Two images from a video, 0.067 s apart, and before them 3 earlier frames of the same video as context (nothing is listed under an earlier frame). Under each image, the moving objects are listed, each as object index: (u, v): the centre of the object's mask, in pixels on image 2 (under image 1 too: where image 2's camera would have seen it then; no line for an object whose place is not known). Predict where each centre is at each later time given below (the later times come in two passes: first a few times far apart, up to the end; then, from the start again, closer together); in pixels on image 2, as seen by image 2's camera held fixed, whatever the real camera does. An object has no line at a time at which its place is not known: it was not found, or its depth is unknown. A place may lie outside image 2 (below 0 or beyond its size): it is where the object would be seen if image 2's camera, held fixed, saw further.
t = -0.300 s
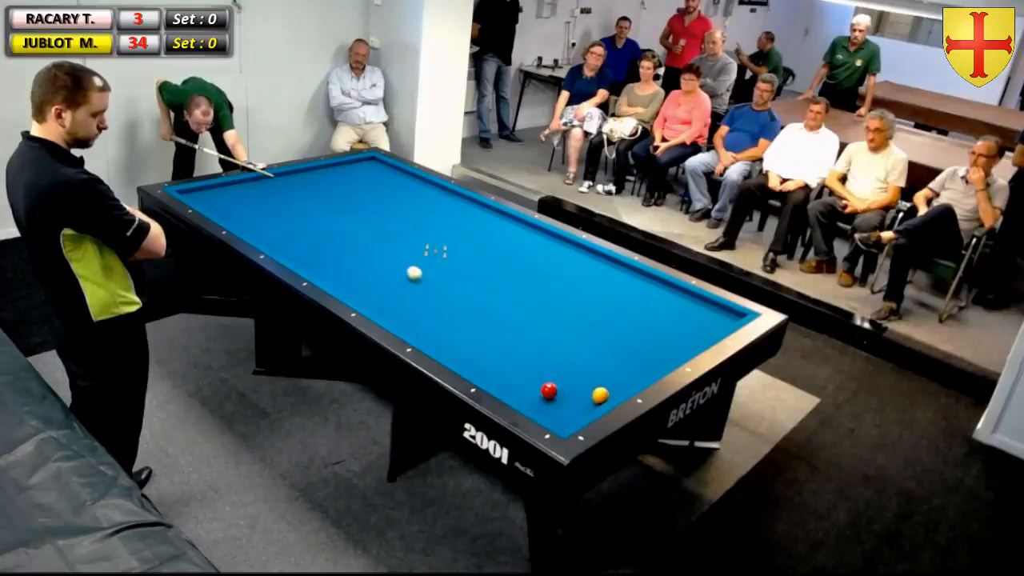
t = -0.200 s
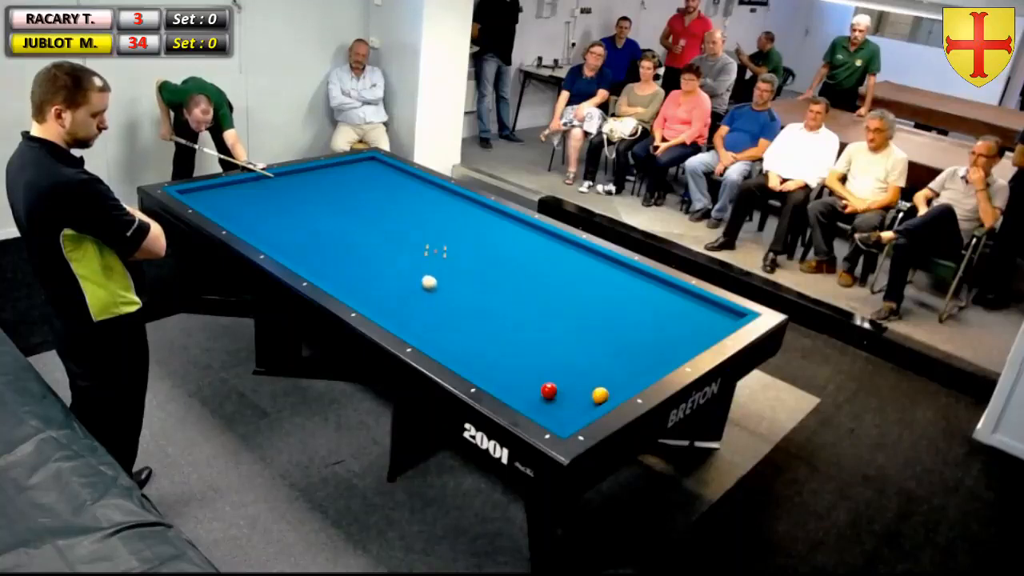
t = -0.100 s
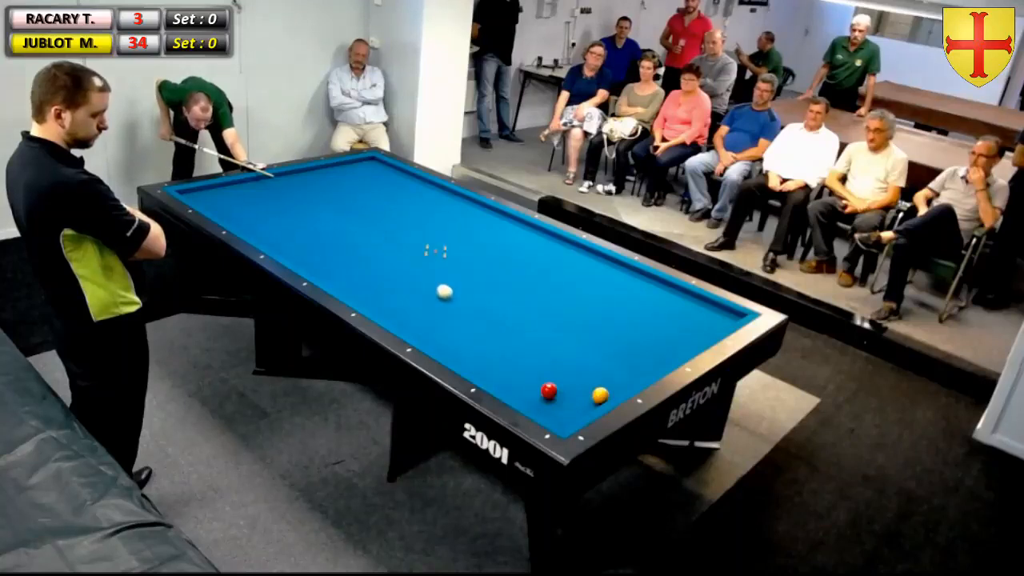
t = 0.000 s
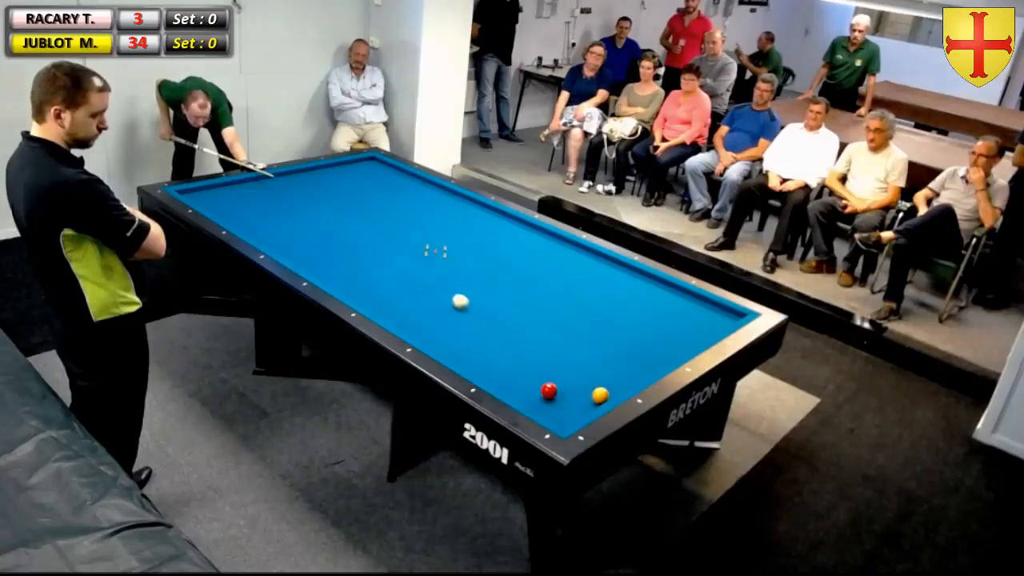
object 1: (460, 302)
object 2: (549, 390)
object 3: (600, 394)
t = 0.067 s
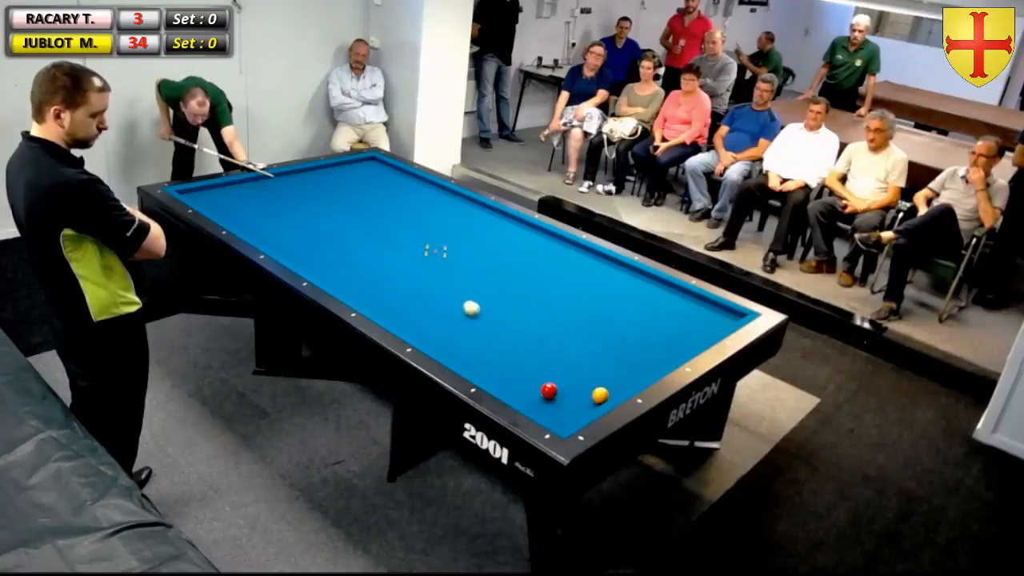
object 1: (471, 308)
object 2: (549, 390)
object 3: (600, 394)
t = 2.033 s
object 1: (579, 314)
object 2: (516, 382)
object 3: (546, 400)
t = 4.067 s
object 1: (545, 239)
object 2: (471, 367)
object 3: (530, 402)
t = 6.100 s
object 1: (477, 217)
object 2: (469, 364)
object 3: (529, 402)
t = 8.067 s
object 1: (431, 208)
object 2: (469, 364)
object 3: (529, 402)
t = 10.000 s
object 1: (413, 205)
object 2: (469, 364)
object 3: (530, 402)
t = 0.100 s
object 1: (477, 312)
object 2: (549, 390)
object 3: (600, 394)
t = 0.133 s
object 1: (482, 315)
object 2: (549, 390)
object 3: (600, 395)
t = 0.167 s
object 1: (488, 319)
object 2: (549, 390)
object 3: (600, 394)
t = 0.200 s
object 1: (494, 322)
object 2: (549, 390)
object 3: (600, 394)
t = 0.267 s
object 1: (505, 329)
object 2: (549, 390)
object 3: (600, 395)
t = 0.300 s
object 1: (511, 333)
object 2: (548, 390)
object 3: (600, 395)
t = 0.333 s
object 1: (517, 337)
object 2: (549, 390)
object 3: (600, 394)
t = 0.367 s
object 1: (523, 340)
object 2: (549, 390)
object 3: (600, 394)
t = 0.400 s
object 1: (530, 344)
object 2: (549, 390)
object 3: (600, 394)
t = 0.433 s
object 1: (536, 348)
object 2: (549, 390)
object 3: (600, 394)
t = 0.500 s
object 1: (549, 356)
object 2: (549, 390)
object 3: (600, 394)
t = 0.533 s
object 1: (555, 360)
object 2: (549, 390)
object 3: (600, 394)
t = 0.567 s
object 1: (562, 364)
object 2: (549, 390)
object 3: (600, 394)
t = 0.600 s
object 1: (569, 368)
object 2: (549, 390)
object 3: (600, 395)
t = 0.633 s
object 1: (575, 372)
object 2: (549, 390)
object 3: (600, 394)
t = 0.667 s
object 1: (582, 376)
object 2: (549, 390)
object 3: (600, 394)
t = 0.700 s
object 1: (589, 380)
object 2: (549, 390)
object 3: (600, 395)
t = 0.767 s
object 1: (603, 385)
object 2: (549, 390)
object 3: (600, 396)
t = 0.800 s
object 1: (610, 387)
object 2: (549, 390)
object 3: (599, 397)
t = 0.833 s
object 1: (615, 388)
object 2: (549, 390)
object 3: (595, 398)
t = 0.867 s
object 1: (614, 386)
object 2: (549, 390)
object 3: (592, 398)
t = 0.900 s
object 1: (612, 383)
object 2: (549, 390)
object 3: (590, 398)
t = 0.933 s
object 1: (610, 380)
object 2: (549, 390)
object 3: (587, 397)
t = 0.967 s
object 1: (609, 378)
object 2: (549, 390)
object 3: (584, 397)
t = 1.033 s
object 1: (607, 373)
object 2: (549, 390)
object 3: (579, 397)
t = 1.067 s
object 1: (606, 371)
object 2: (549, 390)
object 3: (577, 397)
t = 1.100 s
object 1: (605, 369)
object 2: (549, 390)
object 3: (574, 396)
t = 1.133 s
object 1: (604, 366)
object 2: (549, 390)
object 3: (571, 396)
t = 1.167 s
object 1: (603, 364)
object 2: (549, 390)
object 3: (569, 396)
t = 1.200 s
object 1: (602, 362)
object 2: (549, 390)
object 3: (566, 395)
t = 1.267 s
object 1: (600, 357)
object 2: (547, 390)
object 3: (563, 396)
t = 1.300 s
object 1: (599, 355)
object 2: (545, 389)
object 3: (562, 396)
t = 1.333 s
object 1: (598, 353)
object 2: (543, 389)
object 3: (562, 396)
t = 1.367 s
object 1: (596, 351)
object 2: (542, 389)
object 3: (561, 396)
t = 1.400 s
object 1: (595, 349)
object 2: (541, 388)
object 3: (560, 396)
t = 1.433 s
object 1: (595, 347)
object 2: (539, 388)
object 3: (559, 397)
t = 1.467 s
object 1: (594, 345)
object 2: (538, 387)
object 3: (559, 397)
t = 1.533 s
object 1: (592, 341)
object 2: (535, 387)
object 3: (557, 397)
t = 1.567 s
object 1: (591, 339)
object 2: (534, 387)
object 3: (556, 397)
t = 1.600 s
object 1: (590, 337)
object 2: (533, 386)
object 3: (555, 398)
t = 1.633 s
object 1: (589, 335)
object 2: (531, 386)
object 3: (555, 398)
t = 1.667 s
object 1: (588, 333)
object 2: (530, 385)
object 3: (554, 398)
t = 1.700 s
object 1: (587, 331)
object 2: (529, 385)
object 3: (553, 398)
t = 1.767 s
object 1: (586, 327)
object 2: (526, 384)
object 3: (552, 398)
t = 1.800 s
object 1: (585, 326)
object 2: (525, 384)
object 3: (551, 399)
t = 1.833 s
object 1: (584, 324)
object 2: (523, 384)
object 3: (550, 399)
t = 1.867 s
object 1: (583, 322)
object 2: (522, 383)
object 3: (549, 399)
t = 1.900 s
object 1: (583, 320)
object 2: (521, 383)
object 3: (549, 399)
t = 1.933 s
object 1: (582, 319)
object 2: (519, 383)
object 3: (548, 399)
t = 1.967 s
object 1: (581, 317)
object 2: (518, 382)
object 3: (547, 399)
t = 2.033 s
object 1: (579, 314)
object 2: (516, 382)
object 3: (546, 400)
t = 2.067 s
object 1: (578, 312)
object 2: (515, 382)
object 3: (546, 400)
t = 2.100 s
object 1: (578, 311)
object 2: (514, 381)
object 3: (545, 400)
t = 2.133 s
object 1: (577, 309)
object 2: (513, 381)
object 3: (545, 400)
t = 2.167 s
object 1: (576, 307)
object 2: (511, 381)
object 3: (544, 400)
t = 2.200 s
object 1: (575, 305)
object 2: (510, 380)
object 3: (543, 401)
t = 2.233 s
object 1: (575, 304)
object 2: (509, 380)
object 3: (543, 400)
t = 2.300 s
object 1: (573, 301)
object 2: (507, 380)
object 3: (541, 401)
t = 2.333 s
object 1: (572, 299)
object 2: (506, 380)
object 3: (541, 401)
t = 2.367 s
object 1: (572, 298)
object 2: (505, 379)
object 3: (540, 401)
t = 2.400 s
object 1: (571, 296)
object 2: (504, 379)
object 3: (540, 401)
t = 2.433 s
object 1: (570, 295)
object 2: (503, 379)
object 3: (540, 401)
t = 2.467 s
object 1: (570, 293)
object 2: (502, 378)
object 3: (539, 401)
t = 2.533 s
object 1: (568, 291)
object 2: (500, 378)
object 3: (538, 401)
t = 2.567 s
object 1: (568, 289)
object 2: (499, 377)
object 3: (537, 401)
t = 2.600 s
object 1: (567, 288)
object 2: (498, 377)
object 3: (537, 401)
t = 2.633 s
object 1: (567, 286)
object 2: (497, 377)
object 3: (537, 401)
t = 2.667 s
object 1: (566, 285)
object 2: (496, 377)
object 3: (536, 401)
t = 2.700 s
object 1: (565, 284)
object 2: (495, 376)
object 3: (536, 402)
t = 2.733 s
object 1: (565, 282)
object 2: (494, 376)
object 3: (535, 402)
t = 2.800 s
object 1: (563, 280)
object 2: (492, 375)
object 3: (535, 402)
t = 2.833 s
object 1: (563, 278)
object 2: (492, 375)
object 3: (534, 402)
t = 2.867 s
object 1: (562, 277)
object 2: (491, 375)
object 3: (534, 402)
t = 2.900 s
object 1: (562, 276)
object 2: (490, 375)
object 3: (534, 402)
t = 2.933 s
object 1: (561, 275)
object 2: (489, 374)
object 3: (533, 402)
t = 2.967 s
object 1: (561, 274)
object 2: (488, 374)
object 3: (533, 402)
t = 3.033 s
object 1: (560, 271)
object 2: (487, 374)
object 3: (533, 402)
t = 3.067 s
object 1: (559, 270)
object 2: (486, 374)
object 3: (532, 402)
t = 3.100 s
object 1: (558, 269)
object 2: (485, 373)
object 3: (532, 402)
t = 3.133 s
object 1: (558, 267)
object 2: (485, 373)
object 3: (532, 402)
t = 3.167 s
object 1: (557, 266)
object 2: (484, 372)
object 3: (531, 402)
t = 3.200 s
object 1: (557, 265)
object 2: (483, 372)
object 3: (531, 402)
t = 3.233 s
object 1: (556, 264)
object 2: (482, 372)
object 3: (531, 402)
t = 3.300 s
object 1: (555, 262)
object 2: (481, 372)
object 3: (531, 402)
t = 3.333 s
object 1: (555, 261)
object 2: (481, 371)
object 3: (530, 402)
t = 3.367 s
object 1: (554, 260)
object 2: (480, 371)
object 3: (530, 402)
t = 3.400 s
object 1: (554, 258)
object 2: (479, 371)
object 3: (530, 402)
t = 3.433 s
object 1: (554, 258)
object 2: (479, 371)
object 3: (530, 402)
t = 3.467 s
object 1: (553, 256)
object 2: (478, 370)
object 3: (530, 402)
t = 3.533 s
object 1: (552, 254)
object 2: (477, 370)
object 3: (530, 402)
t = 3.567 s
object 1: (551, 253)
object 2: (477, 370)
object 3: (530, 402)
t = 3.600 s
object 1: (551, 252)
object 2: (476, 369)
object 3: (530, 402)
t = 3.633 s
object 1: (550, 251)
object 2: (475, 369)
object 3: (530, 402)
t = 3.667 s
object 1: (550, 250)
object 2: (475, 369)
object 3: (530, 402)
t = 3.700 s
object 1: (550, 249)
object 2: (474, 368)
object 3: (530, 402)
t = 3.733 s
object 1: (549, 248)
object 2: (474, 368)
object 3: (529, 402)
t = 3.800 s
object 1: (548, 246)
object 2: (473, 368)
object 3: (530, 402)
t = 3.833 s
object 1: (548, 245)
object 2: (473, 368)
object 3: (530, 402)
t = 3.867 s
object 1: (547, 245)
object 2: (472, 367)
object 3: (529, 402)
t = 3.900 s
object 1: (547, 243)
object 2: (472, 367)
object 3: (530, 402)
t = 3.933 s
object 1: (546, 243)
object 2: (472, 367)
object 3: (530, 402)
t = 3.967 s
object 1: (546, 242)
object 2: (472, 367)
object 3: (530, 402)
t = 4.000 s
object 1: (546, 241)
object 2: (472, 367)
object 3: (530, 402)
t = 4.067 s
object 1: (545, 239)
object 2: (471, 367)
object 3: (530, 402)
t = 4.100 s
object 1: (544, 238)
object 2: (471, 367)
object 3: (530, 402)
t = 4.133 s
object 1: (544, 237)
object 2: (471, 366)
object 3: (530, 402)
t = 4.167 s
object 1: (543, 236)
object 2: (471, 366)
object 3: (530, 402)
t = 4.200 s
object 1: (543, 235)
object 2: (471, 366)
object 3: (530, 402)
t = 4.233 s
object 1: (543, 235)
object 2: (471, 366)
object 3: (530, 402)
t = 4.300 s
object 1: (542, 233)
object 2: (470, 366)
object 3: (530, 402)
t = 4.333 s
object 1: (542, 232)
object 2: (470, 366)
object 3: (530, 402)
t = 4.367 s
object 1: (542, 231)
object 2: (470, 366)
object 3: (530, 402)
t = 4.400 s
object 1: (541, 230)
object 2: (470, 365)
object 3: (530, 402)
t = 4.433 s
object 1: (541, 230)
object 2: (470, 365)
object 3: (530, 402)
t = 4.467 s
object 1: (540, 229)
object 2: (470, 365)
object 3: (530, 402)
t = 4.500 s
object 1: (538, 229)
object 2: (470, 365)
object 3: (530, 402)
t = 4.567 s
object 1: (535, 228)
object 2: (470, 365)
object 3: (530, 402)
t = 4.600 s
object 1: (533, 228)
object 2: (470, 365)
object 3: (530, 402)
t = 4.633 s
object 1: (532, 228)
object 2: (470, 365)
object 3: (530, 402)
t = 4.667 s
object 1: (530, 228)
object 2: (470, 365)
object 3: (530, 402)
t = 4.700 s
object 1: (529, 227)
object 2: (470, 365)
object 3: (530, 402)
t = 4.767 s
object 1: (526, 227)
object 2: (469, 364)
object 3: (529, 402)
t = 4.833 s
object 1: (523, 226)
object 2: (469, 364)
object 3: (529, 402)
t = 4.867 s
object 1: (522, 226)
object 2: (469, 364)
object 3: (529, 402)
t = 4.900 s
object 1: (520, 225)
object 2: (469, 364)
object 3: (529, 402)
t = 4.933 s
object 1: (519, 225)
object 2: (469, 364)
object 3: (529, 402)
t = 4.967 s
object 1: (518, 225)
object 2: (469, 364)
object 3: (529, 402)
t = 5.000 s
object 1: (516, 225)
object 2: (469, 364)
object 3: (529, 402)
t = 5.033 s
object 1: (515, 224)
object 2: (469, 364)
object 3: (529, 402)
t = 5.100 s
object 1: (512, 224)
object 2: (469, 364)
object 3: (529, 402)
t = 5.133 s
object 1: (511, 224)
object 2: (469, 364)
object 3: (529, 402)
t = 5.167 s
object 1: (510, 223)
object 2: (469, 364)
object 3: (529, 402)
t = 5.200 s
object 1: (508, 223)
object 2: (469, 364)
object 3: (529, 402)
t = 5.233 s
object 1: (507, 223)
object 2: (469, 364)
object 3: (529, 402)
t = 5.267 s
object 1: (506, 223)
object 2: (469, 364)
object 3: (529, 402)
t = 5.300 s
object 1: (505, 223)
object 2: (469, 364)
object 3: (529, 402)
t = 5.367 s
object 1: (502, 222)
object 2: (469, 364)
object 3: (529, 402)
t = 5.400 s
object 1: (501, 222)
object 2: (469, 364)
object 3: (529, 402)
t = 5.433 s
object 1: (499, 221)
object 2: (469, 364)
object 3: (529, 402)
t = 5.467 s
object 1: (498, 221)
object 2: (469, 364)
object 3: (529, 402)
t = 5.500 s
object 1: (497, 221)
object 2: (469, 364)
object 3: (530, 402)
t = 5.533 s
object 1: (496, 221)
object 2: (469, 364)
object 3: (529, 402)
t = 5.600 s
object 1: (494, 220)
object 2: (469, 364)
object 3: (529, 402)
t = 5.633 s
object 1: (492, 220)
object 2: (469, 364)
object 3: (529, 402)
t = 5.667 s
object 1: (491, 220)
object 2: (469, 364)
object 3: (529, 402)
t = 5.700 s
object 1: (490, 220)
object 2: (469, 364)
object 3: (529, 402)
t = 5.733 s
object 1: (489, 220)
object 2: (469, 364)
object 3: (529, 402)
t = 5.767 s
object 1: (488, 219)
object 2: (469, 364)
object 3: (529, 402)
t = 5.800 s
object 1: (486, 219)
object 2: (469, 364)
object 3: (529, 402)
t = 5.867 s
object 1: (484, 219)
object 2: (469, 364)
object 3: (529, 402)
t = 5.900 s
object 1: (483, 218)
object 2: (469, 364)
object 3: (529, 402)
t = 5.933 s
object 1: (482, 218)
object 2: (469, 364)
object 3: (529, 402)
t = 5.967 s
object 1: (481, 218)
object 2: (469, 364)
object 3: (529, 401)
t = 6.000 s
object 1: (480, 218)
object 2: (469, 364)
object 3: (529, 401)
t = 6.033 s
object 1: (479, 217)
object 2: (469, 364)
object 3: (529, 402)
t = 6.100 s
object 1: (477, 217)
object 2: (469, 364)
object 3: (529, 402)
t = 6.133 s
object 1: (476, 217)
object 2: (469, 364)
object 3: (529, 402)
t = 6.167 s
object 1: (475, 217)
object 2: (469, 364)
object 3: (529, 402)
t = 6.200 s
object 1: (474, 216)
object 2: (469, 364)
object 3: (529, 402)
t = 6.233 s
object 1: (473, 216)
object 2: (469, 364)
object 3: (529, 402)
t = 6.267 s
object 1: (472, 216)
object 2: (469, 364)
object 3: (529, 402)
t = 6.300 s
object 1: (471, 216)
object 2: (469, 364)
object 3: (529, 402)
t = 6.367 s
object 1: (469, 216)
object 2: (469, 364)
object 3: (529, 402)
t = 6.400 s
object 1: (468, 215)
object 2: (469, 364)
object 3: (529, 402)
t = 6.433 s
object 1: (467, 215)
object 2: (469, 364)
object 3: (529, 402)
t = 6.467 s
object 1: (466, 215)
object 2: (469, 364)
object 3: (529, 402)
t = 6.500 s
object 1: (465, 215)
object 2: (469, 364)
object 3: (529, 402)
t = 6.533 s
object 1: (464, 215)
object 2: (469, 364)
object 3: (529, 402)
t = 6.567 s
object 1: (463, 215)
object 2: (469, 364)
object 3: (529, 402)
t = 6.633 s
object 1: (461, 214)
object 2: (469, 364)
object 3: (529, 402)
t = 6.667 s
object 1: (461, 214)
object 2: (469, 364)
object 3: (529, 402)
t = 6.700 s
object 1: (460, 214)
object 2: (469, 364)
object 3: (529, 402)
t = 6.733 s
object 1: (459, 214)
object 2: (469, 364)
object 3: (529, 402)
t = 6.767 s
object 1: (458, 213)
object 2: (469, 364)
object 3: (529, 402)
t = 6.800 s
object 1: (457, 213)
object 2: (469, 364)
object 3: (529, 402)
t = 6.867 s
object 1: (455, 213)
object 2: (469, 364)
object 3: (529, 402)
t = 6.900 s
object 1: (455, 213)
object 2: (469, 364)
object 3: (529, 402)
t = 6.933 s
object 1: (454, 212)
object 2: (469, 364)
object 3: (529, 402)
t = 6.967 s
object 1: (453, 212)
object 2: (469, 364)
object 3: (529, 402)
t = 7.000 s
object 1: (452, 212)
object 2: (469, 364)
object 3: (529, 402)
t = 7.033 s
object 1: (451, 212)
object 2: (469, 364)
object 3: (529, 402)
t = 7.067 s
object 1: (451, 212)
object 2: (469, 364)
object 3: (529, 402)
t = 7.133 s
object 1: (449, 212)
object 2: (469, 364)
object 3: (529, 402)
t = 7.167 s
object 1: (448, 211)
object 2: (469, 364)
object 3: (529, 402)
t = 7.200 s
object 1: (448, 211)
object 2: (469, 364)
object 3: (529, 402)
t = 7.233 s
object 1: (447, 211)
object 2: (469, 364)
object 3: (529, 402)
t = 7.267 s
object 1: (446, 211)
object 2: (469, 364)
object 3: (529, 402)
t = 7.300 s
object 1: (445, 211)
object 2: (469, 364)
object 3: (529, 402)
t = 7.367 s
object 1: (444, 211)
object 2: (469, 364)
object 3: (529, 402)
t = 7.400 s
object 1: (443, 211)
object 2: (469, 364)
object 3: (529, 402)
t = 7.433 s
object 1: (443, 211)
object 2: (469, 364)
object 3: (529, 402)
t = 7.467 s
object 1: (442, 211)
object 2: (469, 364)
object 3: (529, 402)
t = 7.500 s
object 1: (441, 210)
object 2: (469, 364)
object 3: (529, 402)
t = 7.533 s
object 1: (440, 210)
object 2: (469, 364)
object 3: (529, 402)
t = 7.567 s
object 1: (440, 210)
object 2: (469, 364)
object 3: (529, 402)
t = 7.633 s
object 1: (438, 210)
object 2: (469, 364)
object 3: (529, 402)
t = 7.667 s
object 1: (438, 210)
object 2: (469, 364)
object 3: (529, 402)
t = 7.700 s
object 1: (437, 210)
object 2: (469, 364)
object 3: (529, 402)
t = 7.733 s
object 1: (437, 209)
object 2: (469, 364)
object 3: (529, 402)
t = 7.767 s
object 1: (436, 209)
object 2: (469, 364)
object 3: (529, 402)
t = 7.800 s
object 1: (435, 209)
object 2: (469, 364)
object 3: (529, 402)
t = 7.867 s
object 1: (434, 209)
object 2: (469, 364)
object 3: (529, 402)
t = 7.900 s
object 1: (434, 209)
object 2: (469, 364)
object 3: (529, 402)
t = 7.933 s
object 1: (433, 209)
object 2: (469, 364)
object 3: (529, 402)
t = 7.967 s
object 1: (433, 209)
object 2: (469, 364)
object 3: (529, 402)
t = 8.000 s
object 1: (432, 209)
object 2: (469, 364)
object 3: (529, 402)
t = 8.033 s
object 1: (432, 208)
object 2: (469, 364)
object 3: (529, 402)
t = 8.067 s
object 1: (431, 208)
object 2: (469, 364)
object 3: (529, 402)
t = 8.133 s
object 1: (430, 208)
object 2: (469, 364)
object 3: (529, 402)
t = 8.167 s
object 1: (429, 208)
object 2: (469, 364)
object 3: (529, 402)
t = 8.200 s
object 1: (429, 208)
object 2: (469, 364)
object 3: (529, 402)
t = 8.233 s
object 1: (428, 208)
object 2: (469, 364)
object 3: (529, 402)
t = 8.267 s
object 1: (428, 208)
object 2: (469, 364)
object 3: (529, 402)
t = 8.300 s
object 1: (428, 208)
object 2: (469, 364)
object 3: (529, 402)
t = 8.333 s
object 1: (427, 208)
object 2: (469, 364)
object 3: (529, 402)
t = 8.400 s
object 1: (426, 207)
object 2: (469, 364)
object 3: (529, 402)
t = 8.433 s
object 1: (426, 207)
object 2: (469, 364)
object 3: (529, 402)
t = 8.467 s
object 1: (425, 207)
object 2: (469, 364)
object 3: (529, 402)
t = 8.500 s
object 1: (425, 207)
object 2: (469, 364)
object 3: (529, 402)
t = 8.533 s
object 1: (424, 207)
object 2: (469, 364)
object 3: (529, 402)
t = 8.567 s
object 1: (424, 207)
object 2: (469, 364)
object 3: (529, 402)
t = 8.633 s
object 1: (423, 207)
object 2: (469, 364)
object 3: (529, 402)
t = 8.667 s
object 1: (423, 207)
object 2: (469, 364)
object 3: (529, 401)
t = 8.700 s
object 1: (423, 207)
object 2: (469, 364)
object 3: (529, 402)
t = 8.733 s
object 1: (422, 207)
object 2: (469, 364)
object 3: (529, 401)
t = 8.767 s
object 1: (422, 207)
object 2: (469, 364)
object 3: (529, 402)
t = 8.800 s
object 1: (421, 207)
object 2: (469, 364)
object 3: (529, 402)
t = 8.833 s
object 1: (421, 207)
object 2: (469, 364)
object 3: (529, 402)
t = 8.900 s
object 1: (420, 206)
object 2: (469, 364)
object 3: (529, 402)
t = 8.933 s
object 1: (420, 206)
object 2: (469, 364)
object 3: (529, 402)
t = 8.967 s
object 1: (420, 206)
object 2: (469, 364)
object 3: (529, 402)
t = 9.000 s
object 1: (419, 206)
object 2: (469, 364)
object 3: (529, 402)
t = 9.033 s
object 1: (419, 206)
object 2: (469, 364)
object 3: (529, 401)
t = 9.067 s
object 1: (419, 206)
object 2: (469, 364)
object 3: (529, 401)
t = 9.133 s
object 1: (418, 206)
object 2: (469, 364)
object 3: (529, 401)
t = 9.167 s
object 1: (418, 206)
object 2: (469, 364)
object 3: (529, 402)
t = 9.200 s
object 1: (417, 206)
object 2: (469, 364)
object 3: (529, 401)
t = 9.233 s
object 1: (417, 206)
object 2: (469, 364)
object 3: (529, 402)
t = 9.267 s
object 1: (417, 206)
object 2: (469, 364)
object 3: (529, 402)
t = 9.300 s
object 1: (416, 206)
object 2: (469, 364)
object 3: (529, 401)
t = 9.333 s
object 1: (416, 206)
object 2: (469, 364)
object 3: (529, 401)
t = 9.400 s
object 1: (416, 206)
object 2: (469, 364)
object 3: (529, 402)
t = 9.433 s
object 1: (416, 206)
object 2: (469, 364)
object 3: (529, 401)
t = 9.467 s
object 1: (415, 206)
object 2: (469, 364)
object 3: (529, 402)
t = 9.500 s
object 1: (415, 206)
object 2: (469, 364)
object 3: (529, 402)
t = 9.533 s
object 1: (415, 206)
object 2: (469, 364)
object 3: (529, 402)
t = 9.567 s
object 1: (415, 206)
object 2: (469, 364)
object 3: (529, 402)
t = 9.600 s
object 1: (415, 205)
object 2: (469, 364)
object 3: (529, 402)
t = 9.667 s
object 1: (414, 205)
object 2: (469, 364)
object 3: (529, 402)
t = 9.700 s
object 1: (414, 205)
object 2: (469, 364)
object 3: (529, 402)
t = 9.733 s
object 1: (414, 205)
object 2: (469, 364)
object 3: (529, 402)
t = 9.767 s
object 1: (414, 205)
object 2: (469, 364)
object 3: (529, 402)
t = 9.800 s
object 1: (414, 205)
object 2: (469, 364)
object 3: (529, 402)
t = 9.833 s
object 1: (413, 205)
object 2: (469, 364)
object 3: (529, 402)
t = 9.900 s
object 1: (413, 205)
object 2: (469, 364)
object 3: (529, 402)
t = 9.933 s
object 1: (413, 205)
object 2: (469, 364)
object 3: (529, 402)
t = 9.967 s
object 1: (413, 205)
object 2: (469, 364)
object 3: (529, 402)
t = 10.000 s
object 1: (413, 205)
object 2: (469, 364)
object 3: (530, 402)
